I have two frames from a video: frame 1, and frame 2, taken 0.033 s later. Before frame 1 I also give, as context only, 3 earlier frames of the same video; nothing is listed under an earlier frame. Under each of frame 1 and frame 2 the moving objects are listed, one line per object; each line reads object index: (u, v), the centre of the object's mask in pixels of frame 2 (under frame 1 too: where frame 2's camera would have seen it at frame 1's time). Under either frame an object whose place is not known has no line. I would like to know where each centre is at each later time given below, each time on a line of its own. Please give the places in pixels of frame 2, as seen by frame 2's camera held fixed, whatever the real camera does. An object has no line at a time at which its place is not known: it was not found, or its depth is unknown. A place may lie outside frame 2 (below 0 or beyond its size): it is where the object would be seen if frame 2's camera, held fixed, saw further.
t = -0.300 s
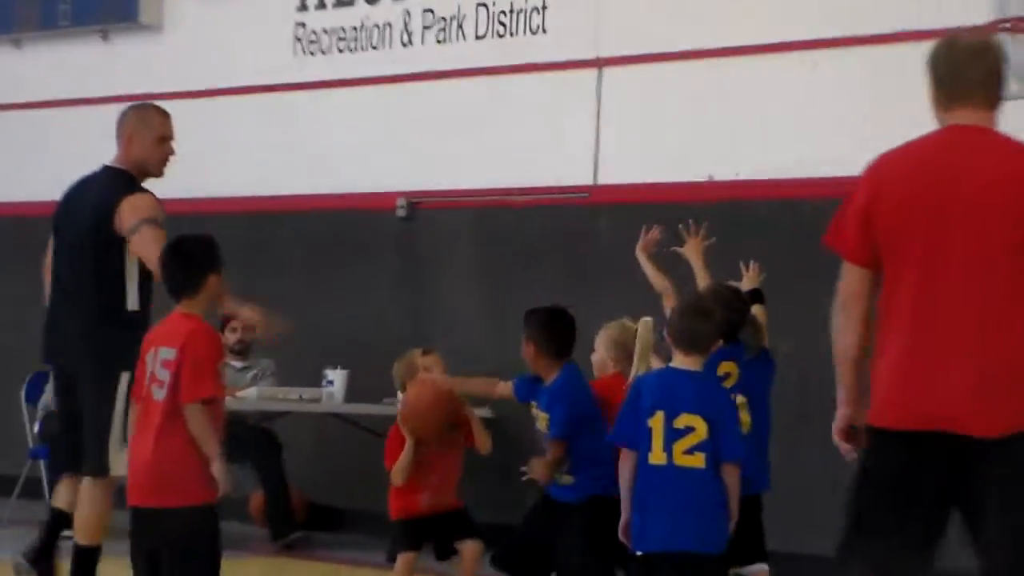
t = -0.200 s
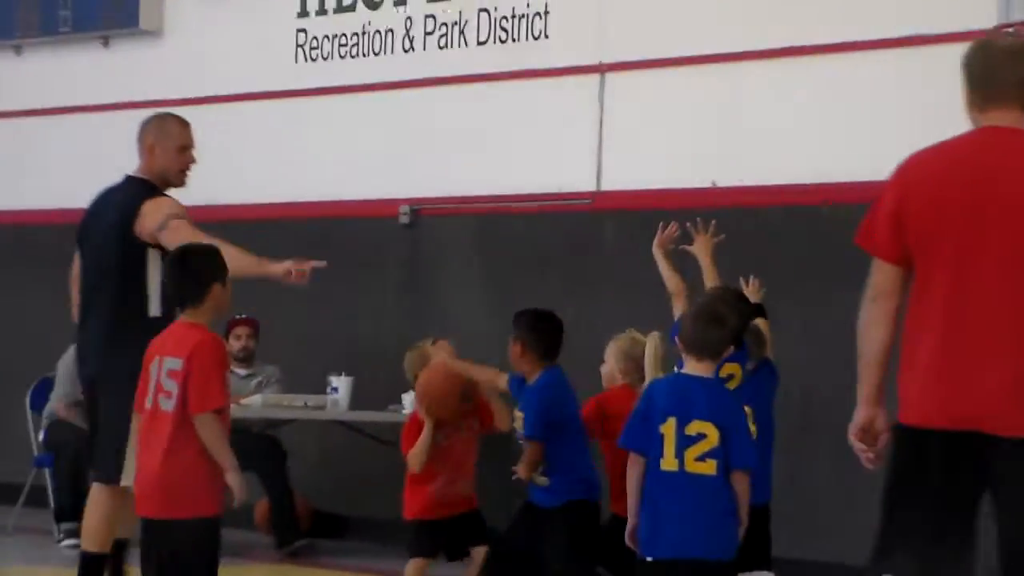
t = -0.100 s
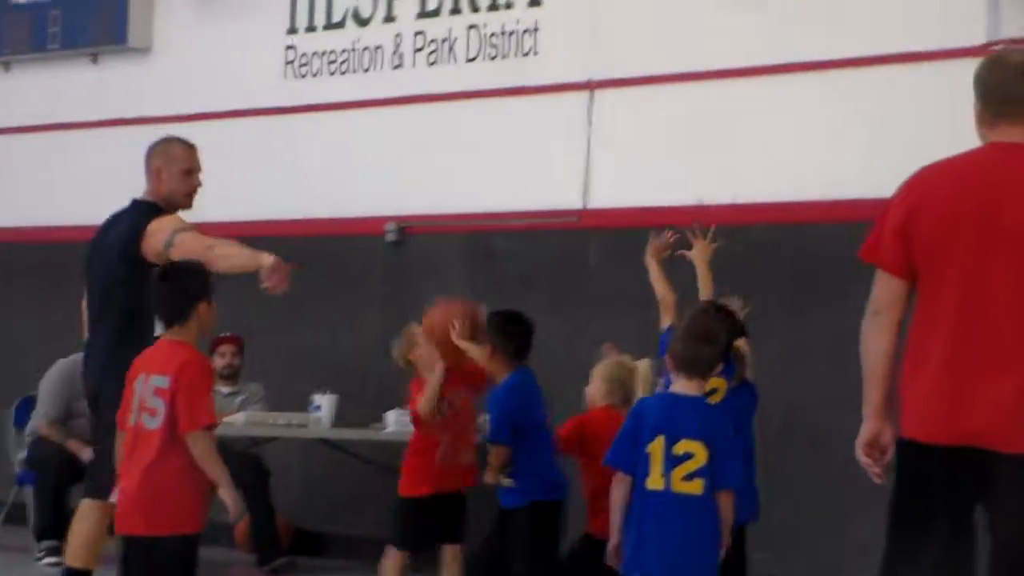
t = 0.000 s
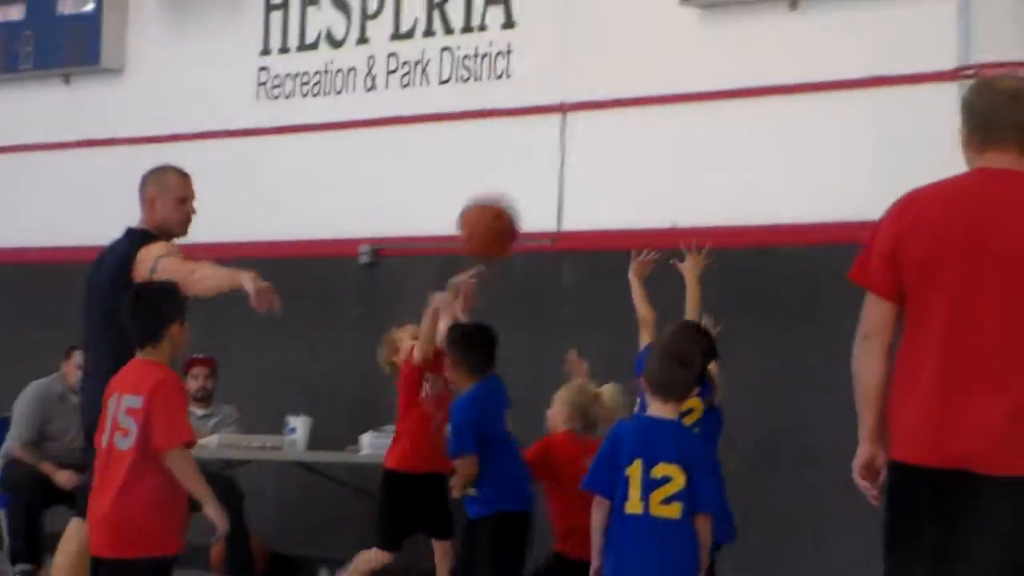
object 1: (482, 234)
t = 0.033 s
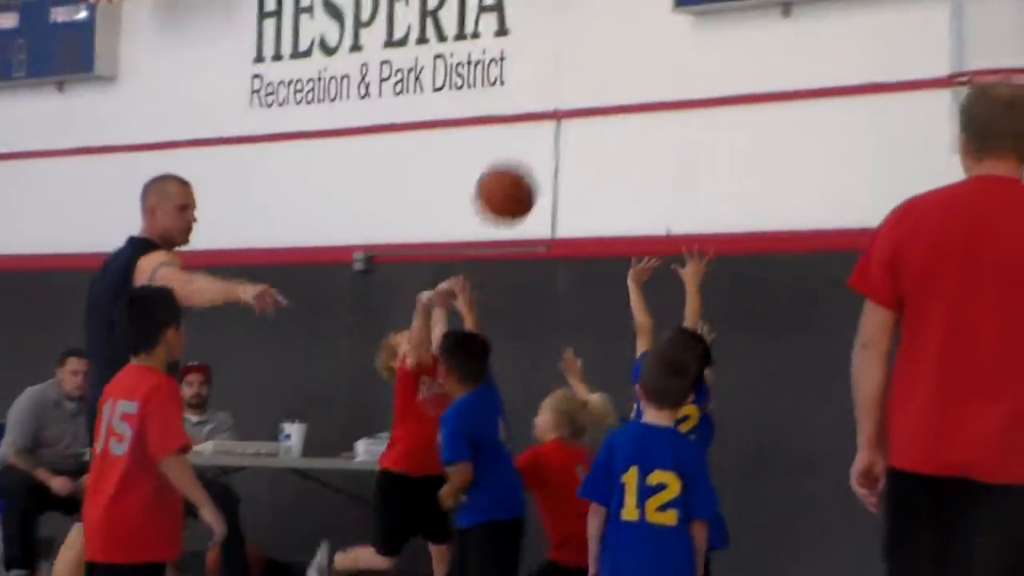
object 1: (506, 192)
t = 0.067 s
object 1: (530, 155)
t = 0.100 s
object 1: (552, 120)
